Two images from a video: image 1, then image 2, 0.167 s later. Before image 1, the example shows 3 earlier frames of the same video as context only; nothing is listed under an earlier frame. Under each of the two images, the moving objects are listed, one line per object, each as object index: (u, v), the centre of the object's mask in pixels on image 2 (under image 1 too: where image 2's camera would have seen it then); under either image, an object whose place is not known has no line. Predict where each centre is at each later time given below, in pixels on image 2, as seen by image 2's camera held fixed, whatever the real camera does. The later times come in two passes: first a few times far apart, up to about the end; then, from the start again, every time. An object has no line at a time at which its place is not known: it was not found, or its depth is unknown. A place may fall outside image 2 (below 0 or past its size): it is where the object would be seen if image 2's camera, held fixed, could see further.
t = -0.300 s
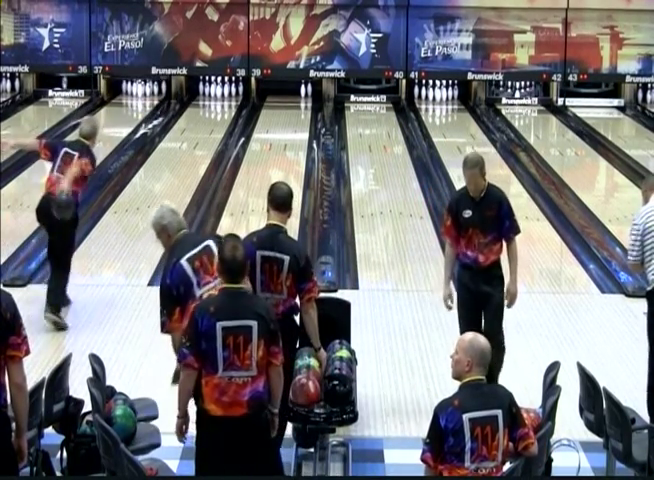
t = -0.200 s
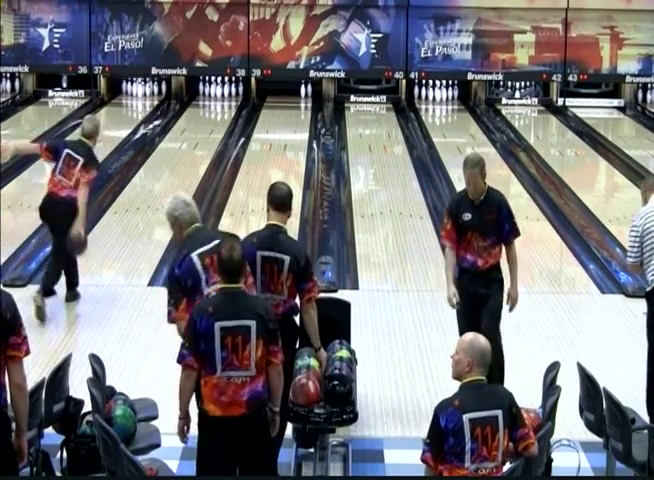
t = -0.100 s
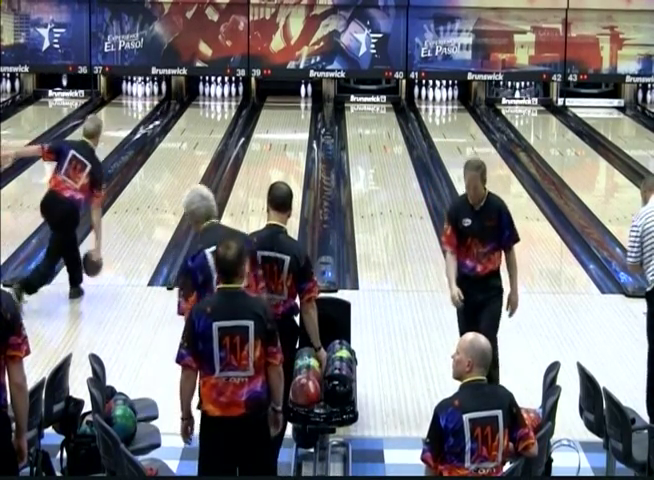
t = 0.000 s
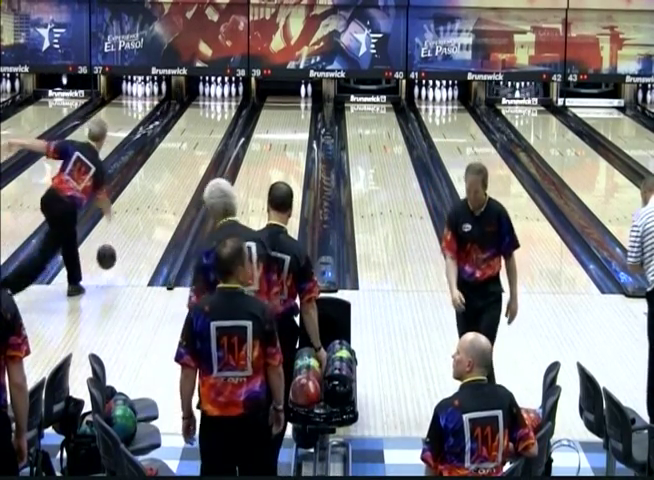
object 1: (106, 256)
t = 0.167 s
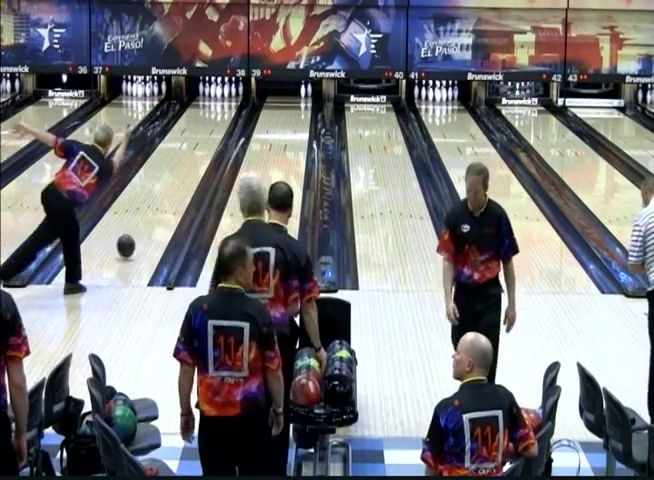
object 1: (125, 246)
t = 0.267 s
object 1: (135, 234)
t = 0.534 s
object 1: (159, 204)
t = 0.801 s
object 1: (178, 180)
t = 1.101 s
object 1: (194, 157)
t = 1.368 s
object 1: (207, 139)
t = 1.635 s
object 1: (216, 125)
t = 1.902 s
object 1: (222, 113)
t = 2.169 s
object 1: (223, 103)
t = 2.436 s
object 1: (221, 95)
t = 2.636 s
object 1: (222, 90)
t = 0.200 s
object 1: (129, 241)
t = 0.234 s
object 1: (132, 238)
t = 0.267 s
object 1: (135, 234)
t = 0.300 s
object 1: (138, 231)
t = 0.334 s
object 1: (142, 226)
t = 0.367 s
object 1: (145, 222)
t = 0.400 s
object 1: (148, 219)
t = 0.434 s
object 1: (151, 215)
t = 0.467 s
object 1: (153, 211)
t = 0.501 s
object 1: (156, 208)
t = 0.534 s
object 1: (159, 204)
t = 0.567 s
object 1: (161, 201)
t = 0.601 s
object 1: (164, 198)
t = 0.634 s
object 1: (166, 194)
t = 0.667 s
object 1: (169, 191)
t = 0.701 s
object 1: (171, 188)
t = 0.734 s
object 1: (173, 185)
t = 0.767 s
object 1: (176, 182)
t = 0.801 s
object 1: (178, 180)
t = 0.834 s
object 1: (180, 177)
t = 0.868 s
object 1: (182, 174)
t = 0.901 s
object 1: (184, 171)
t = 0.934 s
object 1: (186, 169)
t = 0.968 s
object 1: (187, 166)
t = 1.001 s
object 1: (189, 164)
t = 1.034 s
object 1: (191, 161)
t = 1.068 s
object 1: (193, 159)
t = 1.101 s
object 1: (194, 157)
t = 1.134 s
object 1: (196, 154)
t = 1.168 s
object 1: (198, 152)
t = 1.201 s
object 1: (199, 150)
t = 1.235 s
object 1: (201, 147)
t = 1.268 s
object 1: (202, 146)
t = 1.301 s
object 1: (204, 144)
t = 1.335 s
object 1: (205, 142)
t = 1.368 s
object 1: (207, 139)
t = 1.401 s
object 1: (208, 138)
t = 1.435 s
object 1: (209, 136)
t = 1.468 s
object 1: (211, 134)
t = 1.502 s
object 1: (212, 132)
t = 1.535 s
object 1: (213, 130)
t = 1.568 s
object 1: (214, 129)
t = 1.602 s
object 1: (215, 127)
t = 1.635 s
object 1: (216, 125)
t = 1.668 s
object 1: (217, 123)
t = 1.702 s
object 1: (218, 121)
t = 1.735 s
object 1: (219, 120)
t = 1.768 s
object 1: (220, 119)
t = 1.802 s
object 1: (220, 117)
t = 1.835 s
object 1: (221, 116)
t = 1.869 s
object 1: (222, 114)
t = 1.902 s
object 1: (222, 113)
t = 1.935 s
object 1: (222, 112)
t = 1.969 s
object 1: (223, 110)
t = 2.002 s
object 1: (223, 109)
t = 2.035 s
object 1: (223, 107)
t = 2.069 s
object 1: (223, 106)
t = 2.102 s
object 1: (223, 105)
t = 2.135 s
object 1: (223, 104)
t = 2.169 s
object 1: (223, 103)
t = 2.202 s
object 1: (224, 102)
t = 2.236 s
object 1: (223, 101)
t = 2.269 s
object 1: (223, 100)
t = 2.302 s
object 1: (223, 99)
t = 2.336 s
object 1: (223, 98)
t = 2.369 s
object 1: (222, 97)
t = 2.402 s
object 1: (221, 95)
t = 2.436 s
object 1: (221, 95)
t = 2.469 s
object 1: (221, 94)
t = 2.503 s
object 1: (221, 94)
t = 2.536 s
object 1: (222, 92)
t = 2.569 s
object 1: (221, 92)
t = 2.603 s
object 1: (221, 91)
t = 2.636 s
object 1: (222, 90)
